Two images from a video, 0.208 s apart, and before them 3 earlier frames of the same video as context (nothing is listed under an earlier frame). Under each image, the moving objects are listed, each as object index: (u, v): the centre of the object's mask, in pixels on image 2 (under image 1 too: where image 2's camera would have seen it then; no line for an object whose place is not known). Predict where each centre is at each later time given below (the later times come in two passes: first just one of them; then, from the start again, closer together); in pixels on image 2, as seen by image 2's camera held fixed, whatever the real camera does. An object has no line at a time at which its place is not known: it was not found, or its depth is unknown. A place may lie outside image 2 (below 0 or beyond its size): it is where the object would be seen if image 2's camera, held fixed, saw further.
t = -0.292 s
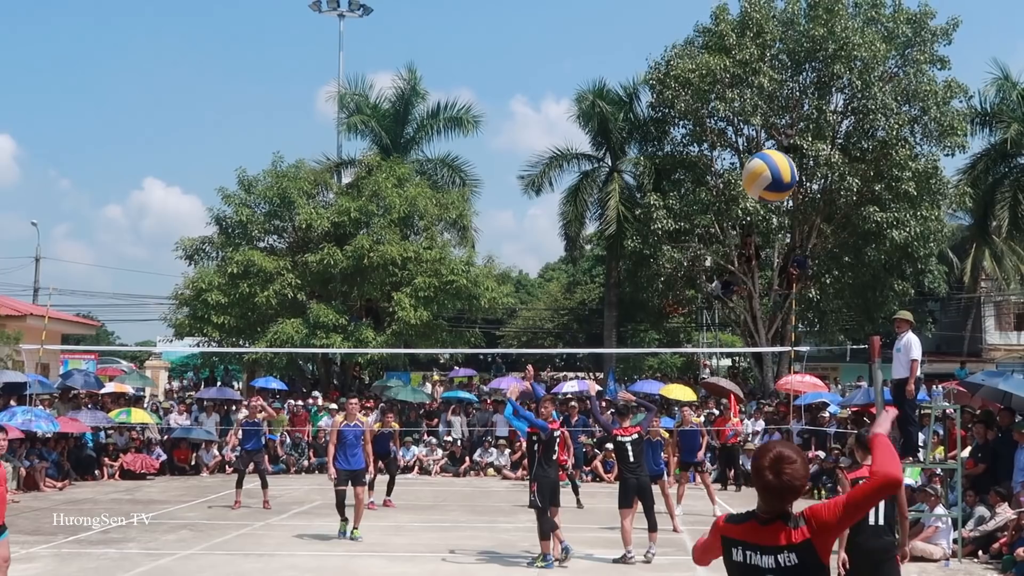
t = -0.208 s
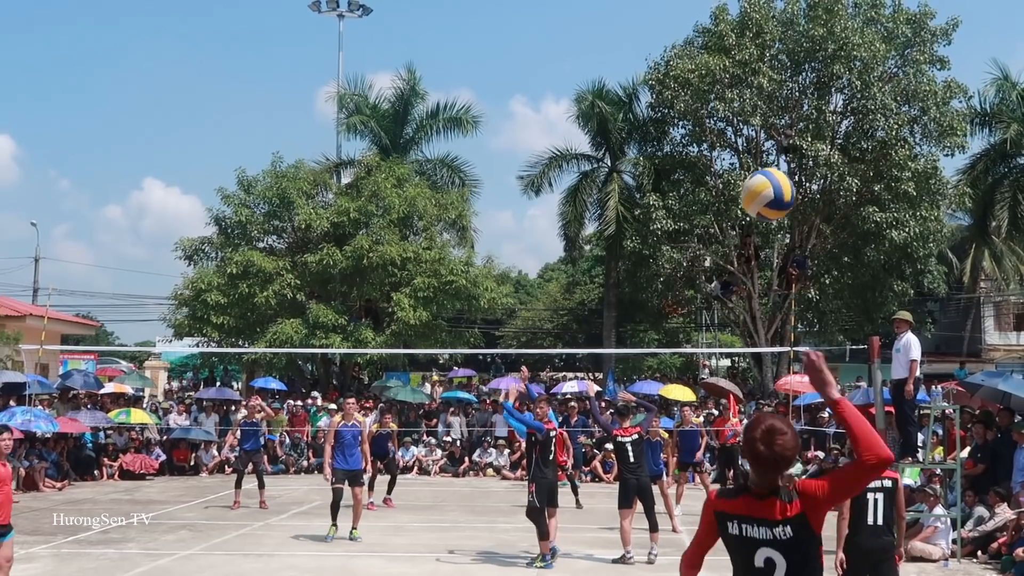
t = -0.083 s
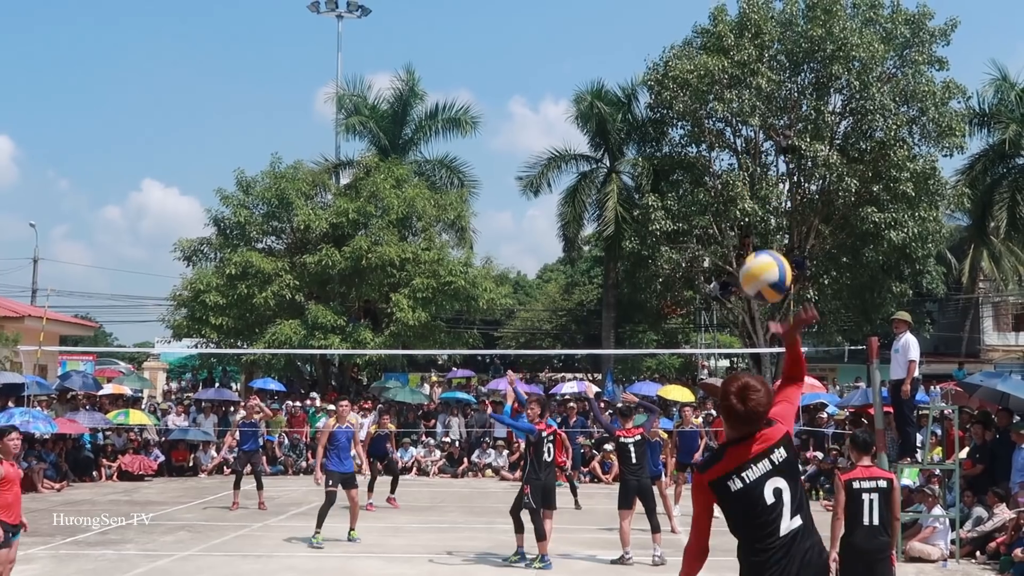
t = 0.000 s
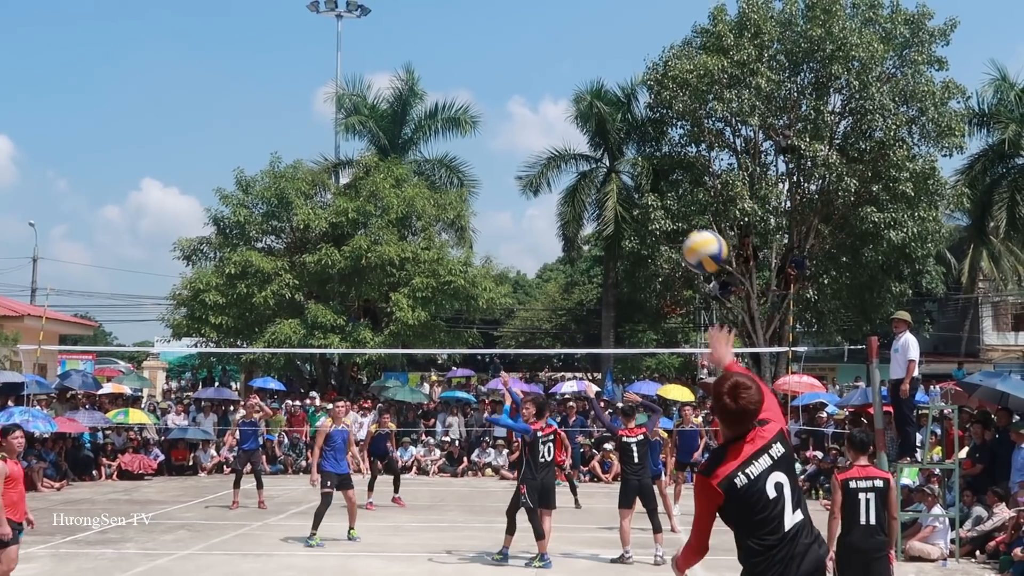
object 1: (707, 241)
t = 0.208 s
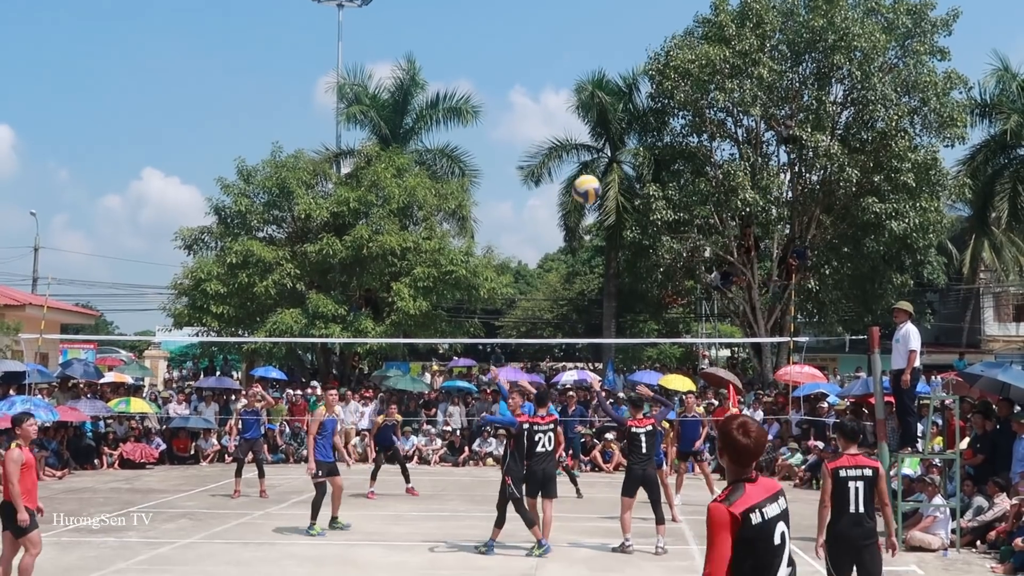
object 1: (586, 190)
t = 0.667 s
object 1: (473, 255)
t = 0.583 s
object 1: (487, 235)
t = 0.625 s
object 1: (480, 245)
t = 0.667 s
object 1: (473, 255)
